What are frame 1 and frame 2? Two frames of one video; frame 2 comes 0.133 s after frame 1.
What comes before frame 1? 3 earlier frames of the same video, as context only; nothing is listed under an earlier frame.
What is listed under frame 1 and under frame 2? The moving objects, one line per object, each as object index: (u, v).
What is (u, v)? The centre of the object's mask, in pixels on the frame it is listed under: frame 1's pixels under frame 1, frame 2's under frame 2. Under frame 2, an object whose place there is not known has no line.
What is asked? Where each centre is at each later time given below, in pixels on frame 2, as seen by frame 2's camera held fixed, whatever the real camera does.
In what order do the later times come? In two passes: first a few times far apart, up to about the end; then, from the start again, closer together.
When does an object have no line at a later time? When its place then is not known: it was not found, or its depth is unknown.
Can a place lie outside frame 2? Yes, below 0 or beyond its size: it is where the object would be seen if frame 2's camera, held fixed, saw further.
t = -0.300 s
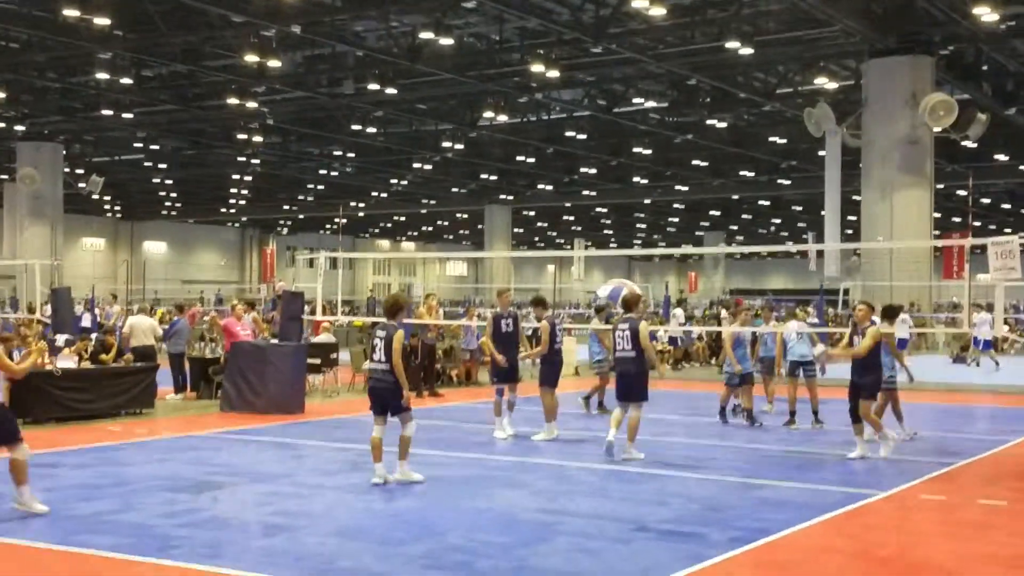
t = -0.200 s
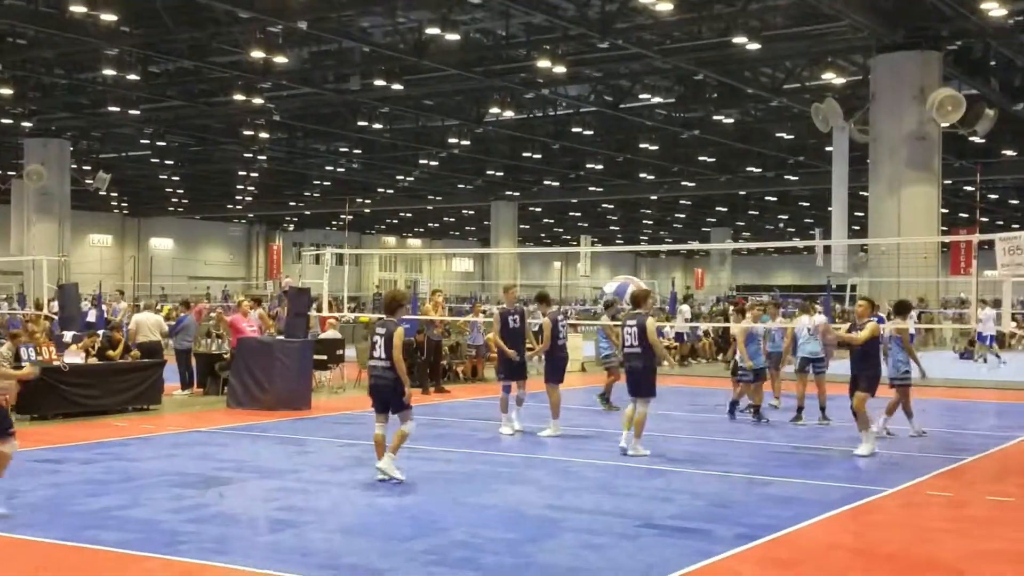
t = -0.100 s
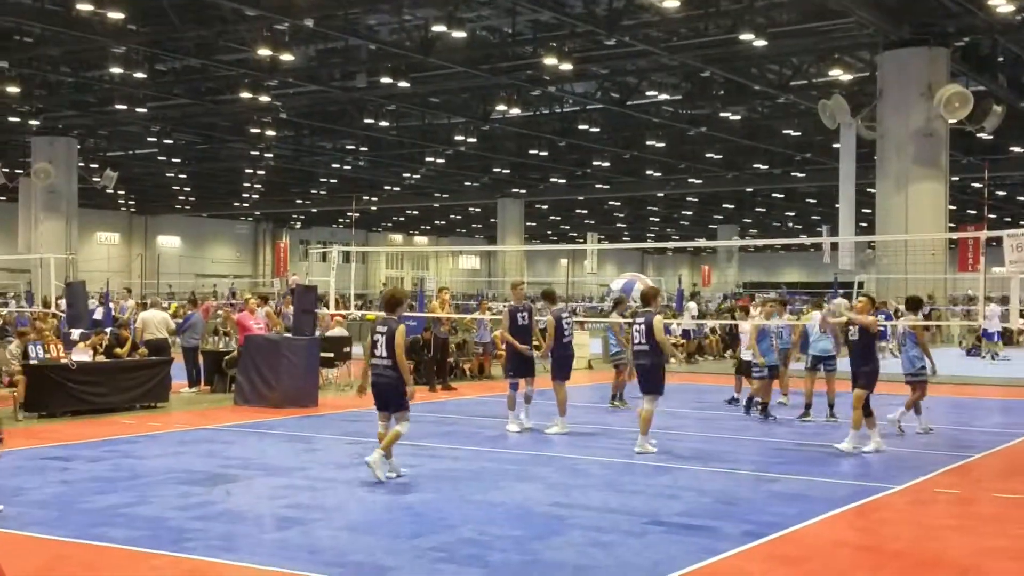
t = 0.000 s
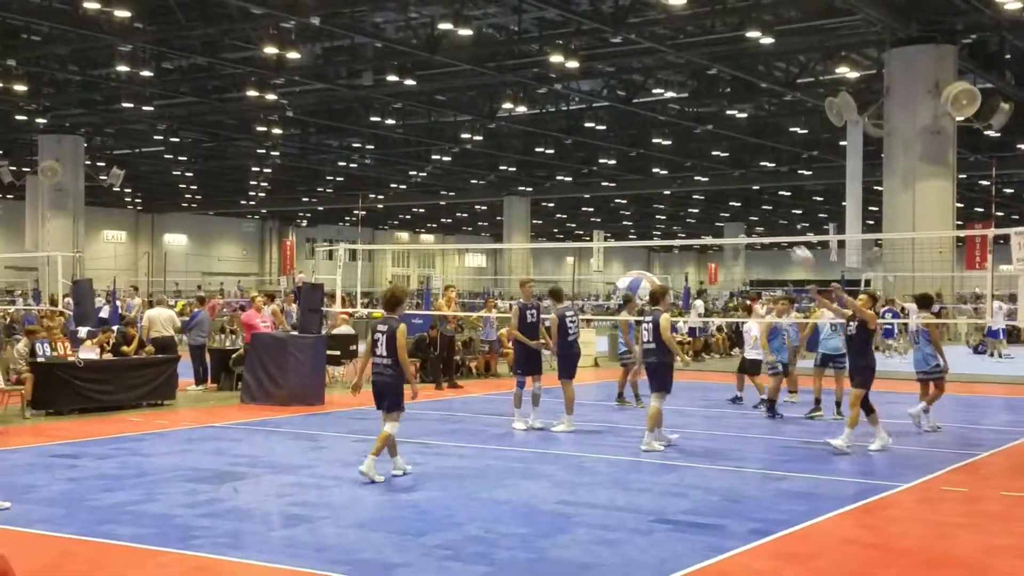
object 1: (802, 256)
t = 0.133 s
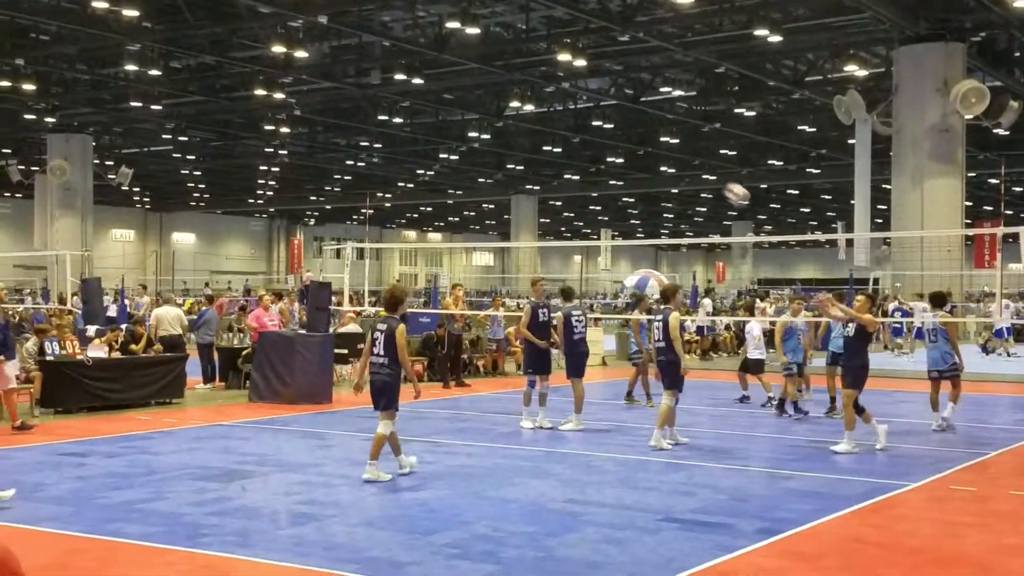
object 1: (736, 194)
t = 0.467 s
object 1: (537, 102)
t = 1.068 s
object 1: (113, 213)
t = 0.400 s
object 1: (579, 114)
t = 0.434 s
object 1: (559, 108)
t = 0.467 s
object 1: (537, 102)
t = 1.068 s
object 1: (113, 213)
